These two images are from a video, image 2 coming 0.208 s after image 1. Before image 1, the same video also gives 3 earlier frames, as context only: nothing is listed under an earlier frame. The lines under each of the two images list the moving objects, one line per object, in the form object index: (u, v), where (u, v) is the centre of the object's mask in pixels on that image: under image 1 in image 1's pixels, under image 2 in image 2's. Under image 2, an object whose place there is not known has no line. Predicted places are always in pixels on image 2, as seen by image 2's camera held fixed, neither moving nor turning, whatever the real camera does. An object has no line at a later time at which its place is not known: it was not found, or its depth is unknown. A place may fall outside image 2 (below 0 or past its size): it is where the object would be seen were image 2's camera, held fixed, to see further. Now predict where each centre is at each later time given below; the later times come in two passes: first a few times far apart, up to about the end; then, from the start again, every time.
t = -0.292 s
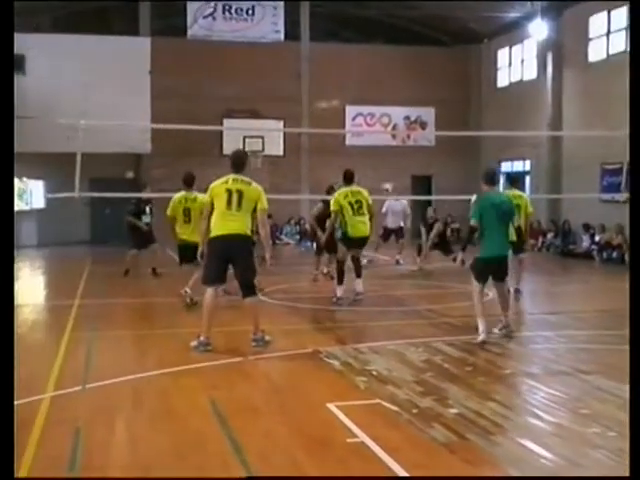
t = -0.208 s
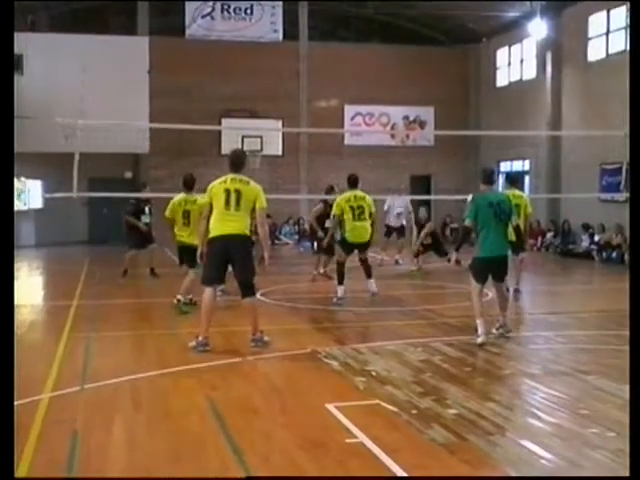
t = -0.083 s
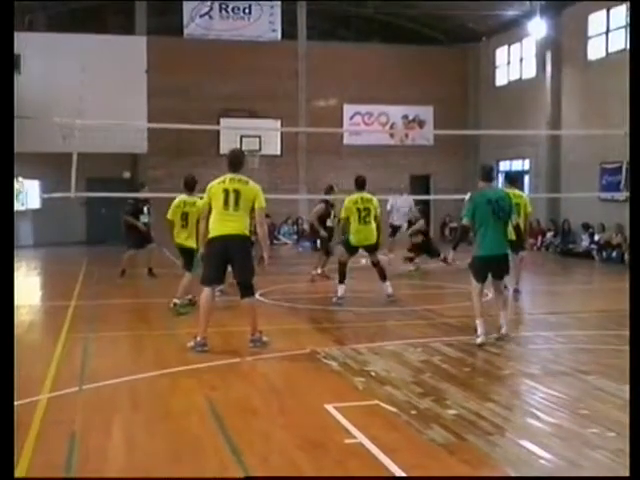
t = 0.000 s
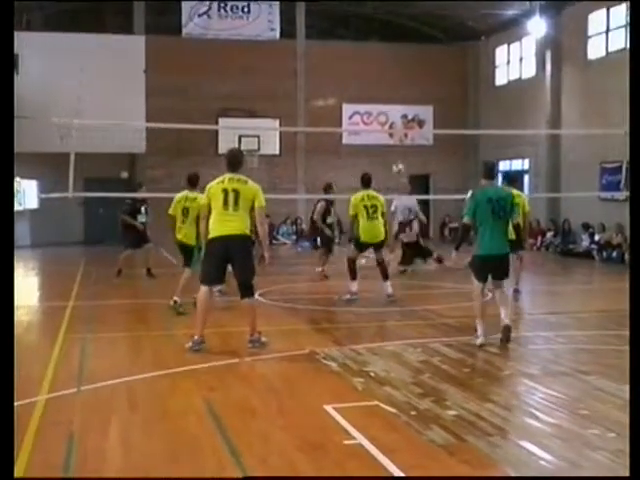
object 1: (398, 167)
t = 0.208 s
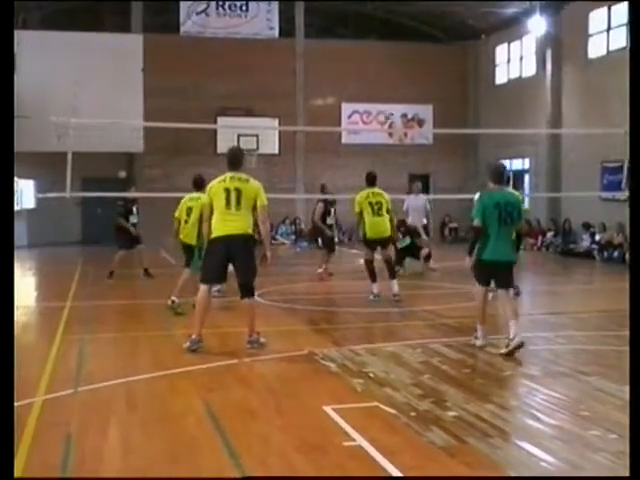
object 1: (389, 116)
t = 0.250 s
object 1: (386, 104)
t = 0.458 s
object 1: (377, 73)
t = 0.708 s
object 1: (364, 65)
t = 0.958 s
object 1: (350, 89)
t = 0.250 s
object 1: (386, 104)
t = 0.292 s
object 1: (384, 96)
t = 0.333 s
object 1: (381, 89)
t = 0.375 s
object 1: (380, 82)
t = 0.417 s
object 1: (379, 78)
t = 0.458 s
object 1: (377, 73)
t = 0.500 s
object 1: (375, 69)
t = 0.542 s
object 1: (373, 67)
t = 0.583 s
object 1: (371, 65)
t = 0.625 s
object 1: (369, 64)
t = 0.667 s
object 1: (367, 63)
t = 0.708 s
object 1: (364, 65)
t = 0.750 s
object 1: (361, 67)
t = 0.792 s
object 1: (359, 69)
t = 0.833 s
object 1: (357, 73)
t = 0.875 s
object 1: (354, 78)
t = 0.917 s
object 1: (353, 83)
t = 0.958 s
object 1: (350, 89)
